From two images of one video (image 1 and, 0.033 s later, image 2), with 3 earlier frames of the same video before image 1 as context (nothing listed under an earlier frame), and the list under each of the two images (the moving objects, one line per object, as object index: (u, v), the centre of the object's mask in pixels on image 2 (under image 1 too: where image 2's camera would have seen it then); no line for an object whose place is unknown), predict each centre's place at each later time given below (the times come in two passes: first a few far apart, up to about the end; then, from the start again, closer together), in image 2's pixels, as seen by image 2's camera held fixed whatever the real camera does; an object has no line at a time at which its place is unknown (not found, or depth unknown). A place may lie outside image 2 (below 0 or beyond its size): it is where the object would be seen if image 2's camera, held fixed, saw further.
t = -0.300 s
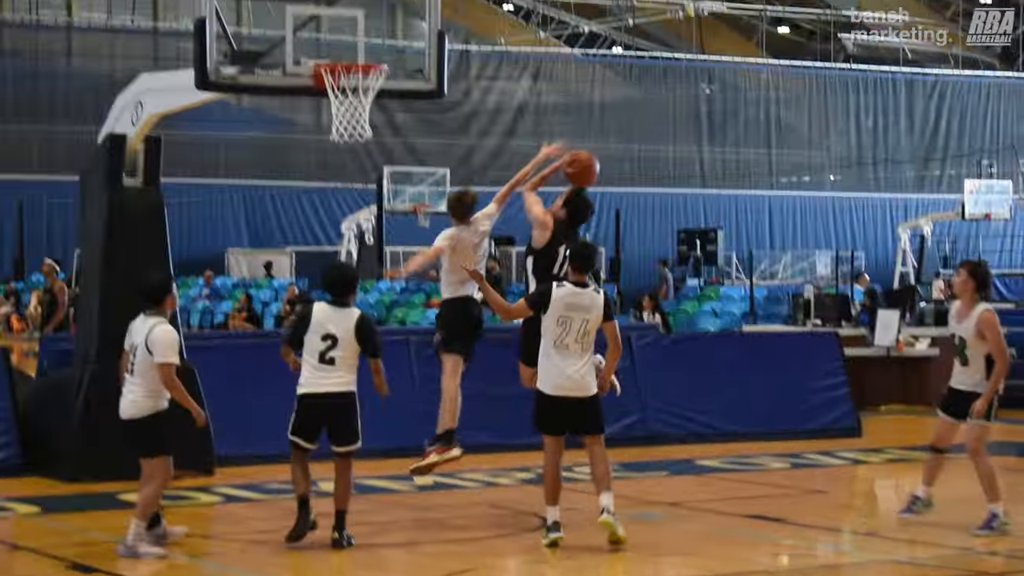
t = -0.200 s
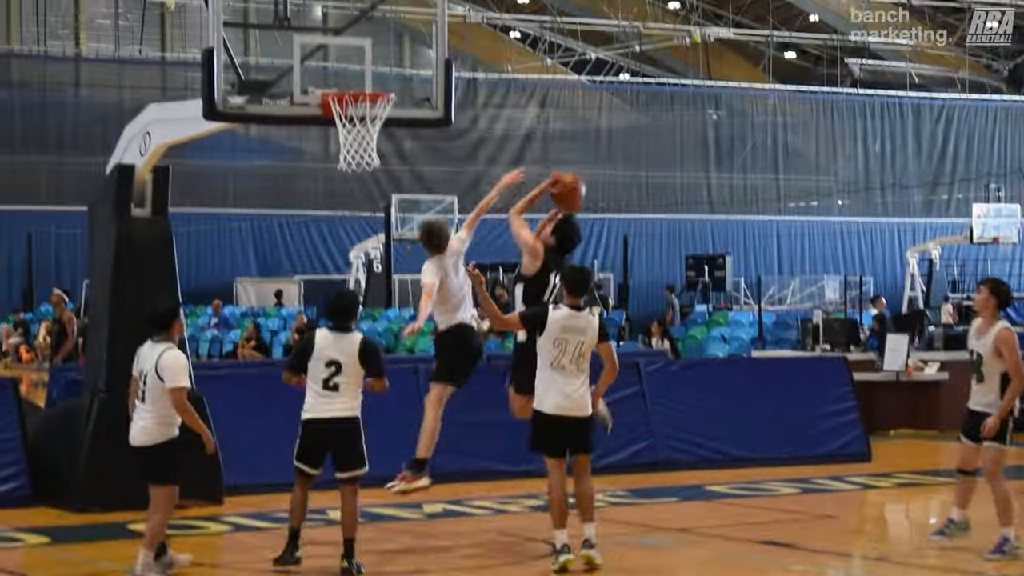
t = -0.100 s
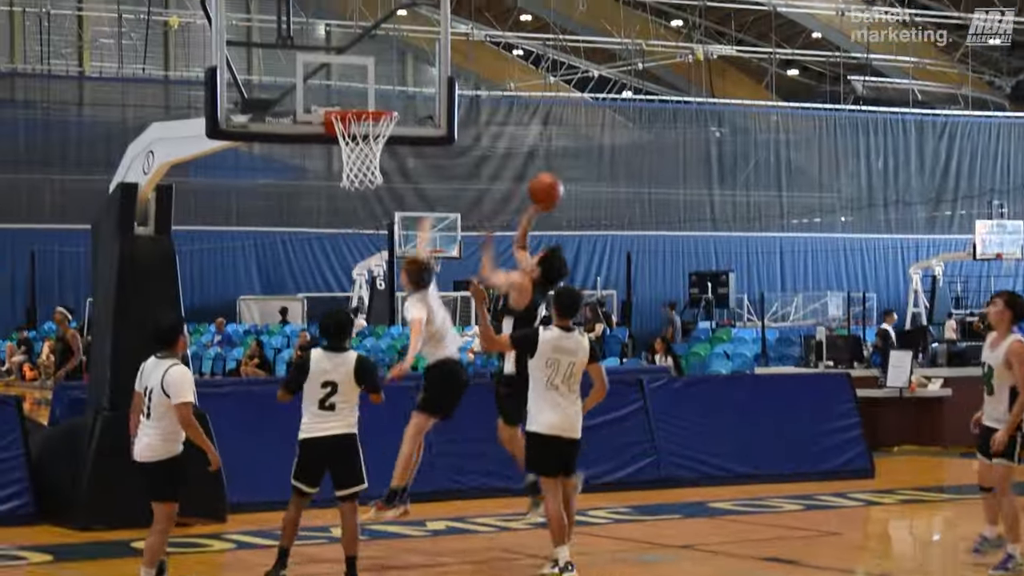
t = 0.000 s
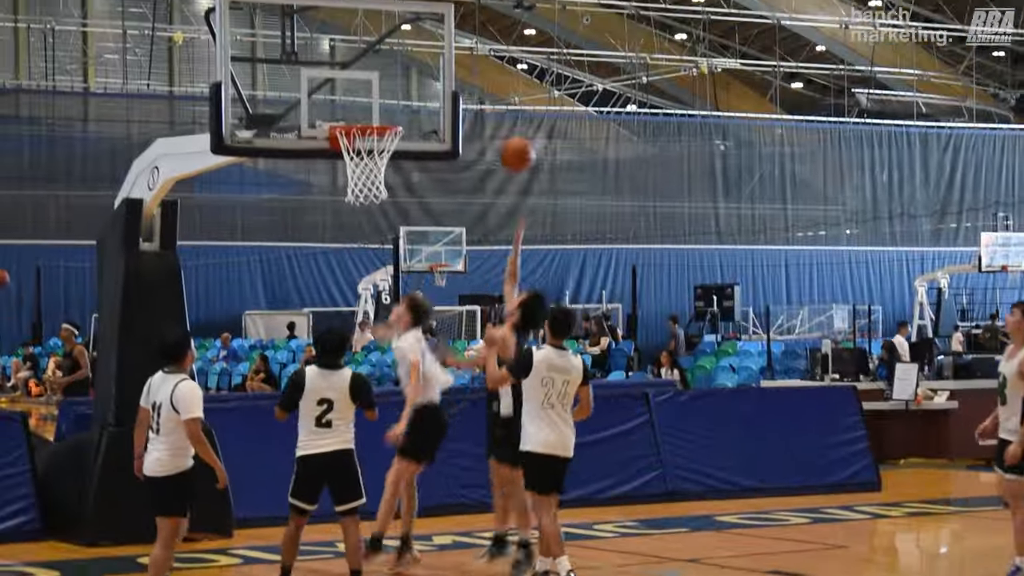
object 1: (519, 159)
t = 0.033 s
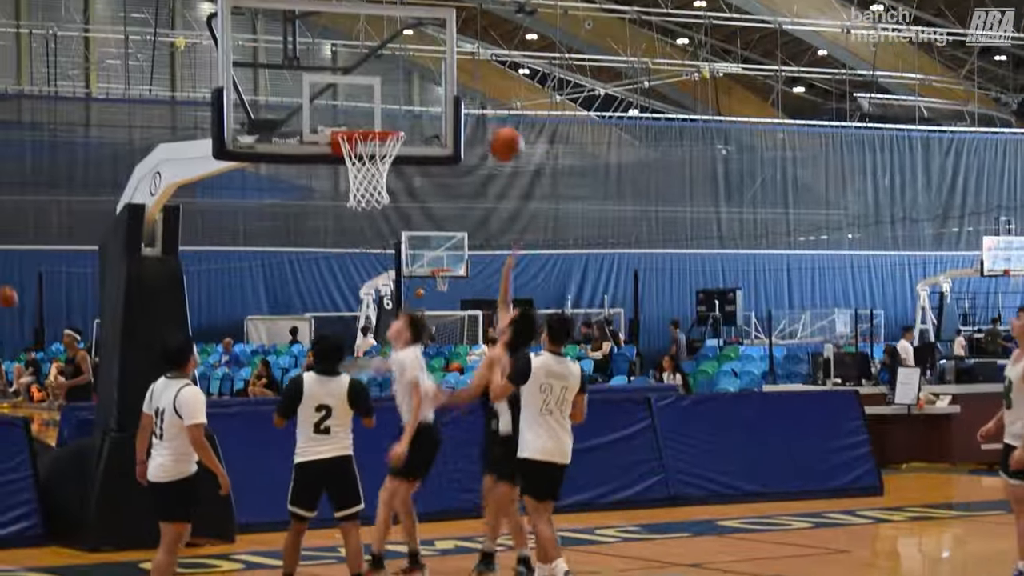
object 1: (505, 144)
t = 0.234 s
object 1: (432, 89)
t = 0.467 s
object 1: (379, 98)
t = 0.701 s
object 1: (380, 166)
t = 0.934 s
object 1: (369, 205)
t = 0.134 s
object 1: (469, 109)
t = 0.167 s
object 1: (457, 101)
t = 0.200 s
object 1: (445, 94)
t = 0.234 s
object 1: (432, 89)
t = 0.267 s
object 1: (422, 85)
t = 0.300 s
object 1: (410, 83)
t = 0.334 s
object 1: (398, 82)
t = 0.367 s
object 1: (387, 84)
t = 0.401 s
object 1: (379, 87)
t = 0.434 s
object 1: (379, 91)
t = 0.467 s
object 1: (379, 98)
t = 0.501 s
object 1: (379, 106)
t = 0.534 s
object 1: (379, 115)
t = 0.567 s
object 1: (380, 121)
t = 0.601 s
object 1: (379, 142)
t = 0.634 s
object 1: (380, 153)
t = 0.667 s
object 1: (379, 161)
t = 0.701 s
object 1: (380, 166)
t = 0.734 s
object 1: (379, 168)
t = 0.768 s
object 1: (378, 170)
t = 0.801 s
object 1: (376, 173)
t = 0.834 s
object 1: (374, 181)
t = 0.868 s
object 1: (373, 192)
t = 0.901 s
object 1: (371, 198)
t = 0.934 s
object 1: (369, 205)
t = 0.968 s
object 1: (368, 214)
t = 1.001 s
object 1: (366, 225)
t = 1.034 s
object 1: (365, 239)
